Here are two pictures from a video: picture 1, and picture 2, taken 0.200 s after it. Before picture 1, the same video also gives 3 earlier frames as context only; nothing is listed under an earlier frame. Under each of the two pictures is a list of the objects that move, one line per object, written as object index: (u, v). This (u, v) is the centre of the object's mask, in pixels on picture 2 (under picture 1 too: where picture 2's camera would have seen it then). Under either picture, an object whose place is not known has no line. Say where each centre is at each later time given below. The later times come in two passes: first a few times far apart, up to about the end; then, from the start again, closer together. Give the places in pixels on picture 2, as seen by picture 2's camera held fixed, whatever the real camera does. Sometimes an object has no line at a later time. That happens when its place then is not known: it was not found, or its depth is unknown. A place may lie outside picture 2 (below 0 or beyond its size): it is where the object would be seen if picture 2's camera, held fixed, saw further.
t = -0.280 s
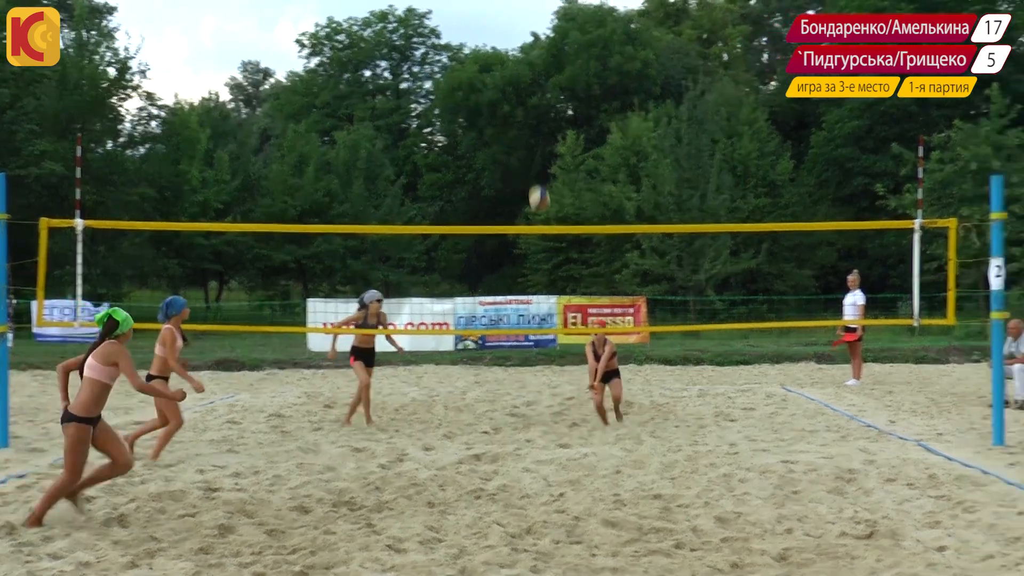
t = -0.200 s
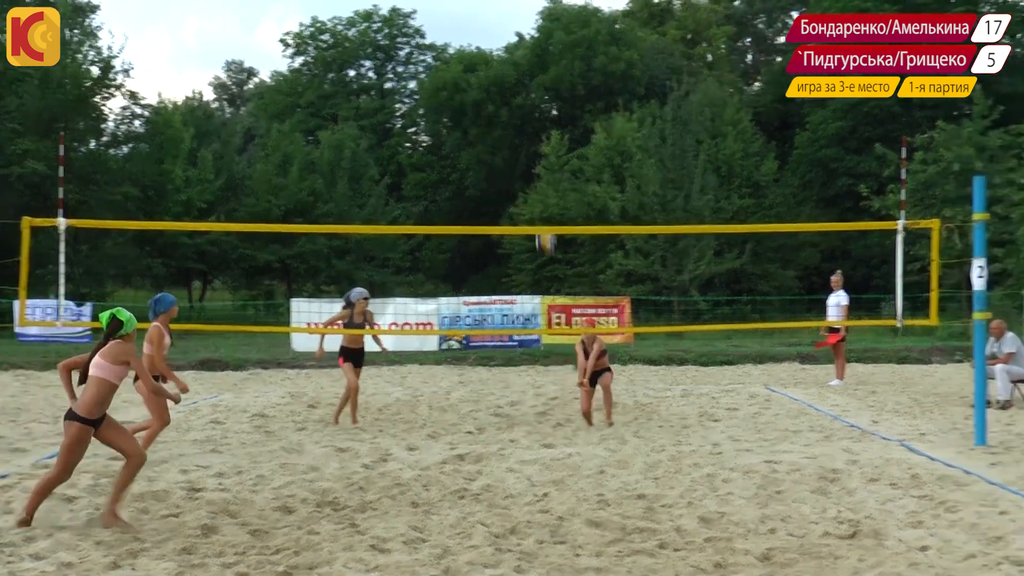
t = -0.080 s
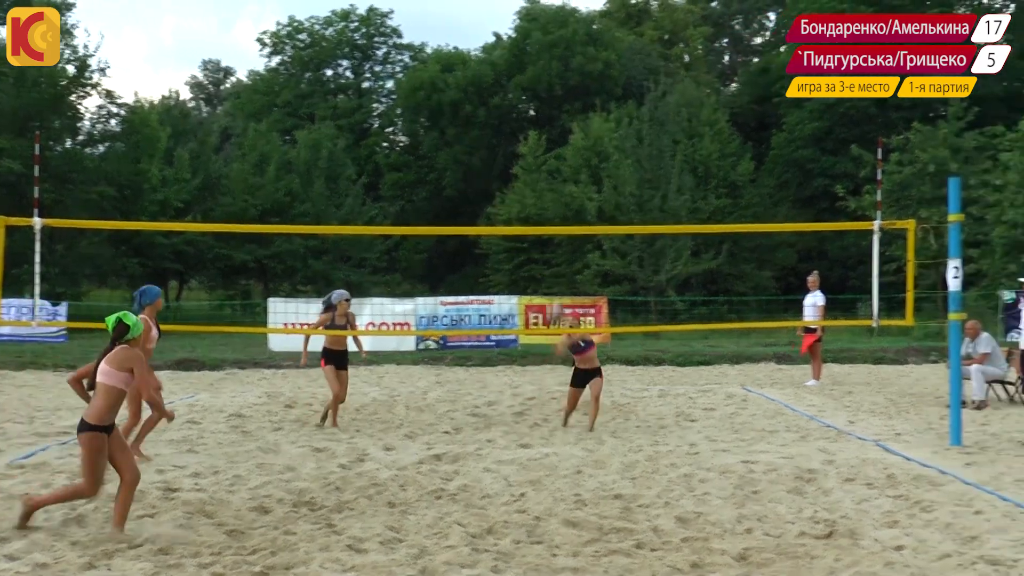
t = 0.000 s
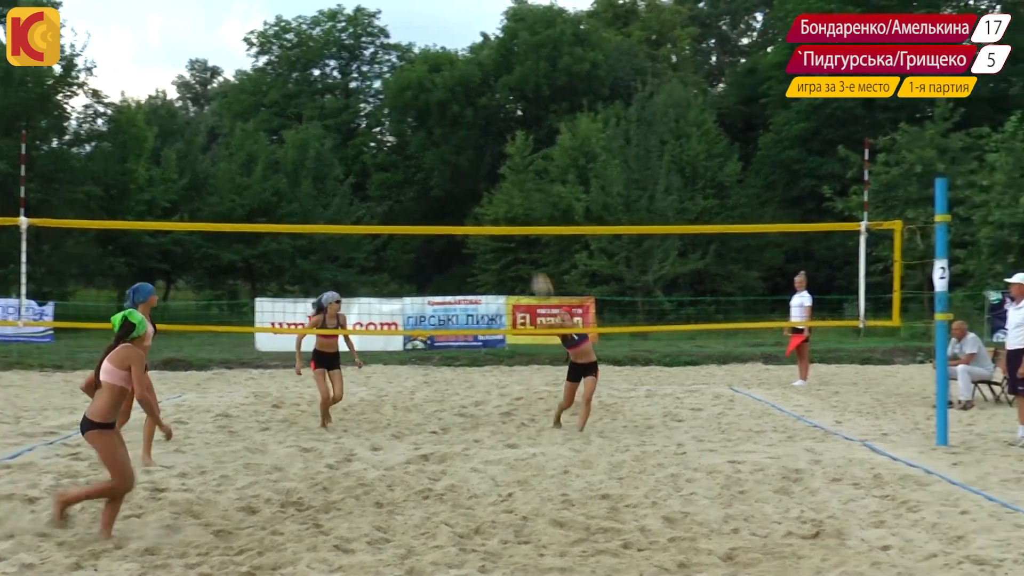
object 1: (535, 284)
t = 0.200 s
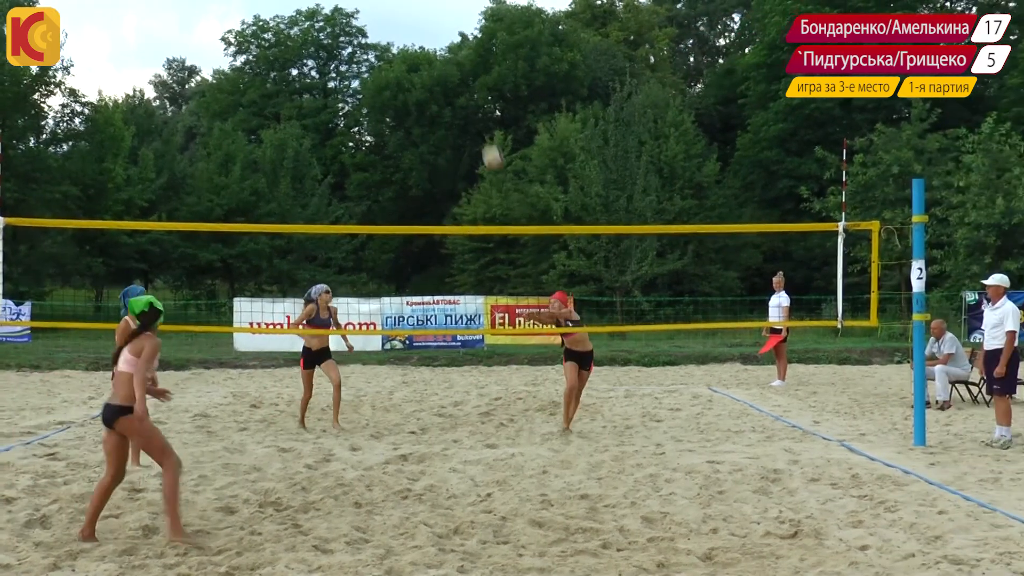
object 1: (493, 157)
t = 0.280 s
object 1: (479, 118)
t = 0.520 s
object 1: (441, 27)
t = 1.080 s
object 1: (353, 25)
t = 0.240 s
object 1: (485, 138)
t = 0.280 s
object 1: (479, 118)
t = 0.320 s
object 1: (472, 99)
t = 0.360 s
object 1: (466, 81)
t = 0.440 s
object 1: (454, 52)
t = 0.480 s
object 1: (448, 39)
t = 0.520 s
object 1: (441, 27)
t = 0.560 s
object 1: (435, 17)
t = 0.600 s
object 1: (429, 10)
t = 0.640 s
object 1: (423, 6)
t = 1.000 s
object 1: (367, 9)
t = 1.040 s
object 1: (360, 15)
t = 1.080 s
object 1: (353, 25)
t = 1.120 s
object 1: (345, 37)
